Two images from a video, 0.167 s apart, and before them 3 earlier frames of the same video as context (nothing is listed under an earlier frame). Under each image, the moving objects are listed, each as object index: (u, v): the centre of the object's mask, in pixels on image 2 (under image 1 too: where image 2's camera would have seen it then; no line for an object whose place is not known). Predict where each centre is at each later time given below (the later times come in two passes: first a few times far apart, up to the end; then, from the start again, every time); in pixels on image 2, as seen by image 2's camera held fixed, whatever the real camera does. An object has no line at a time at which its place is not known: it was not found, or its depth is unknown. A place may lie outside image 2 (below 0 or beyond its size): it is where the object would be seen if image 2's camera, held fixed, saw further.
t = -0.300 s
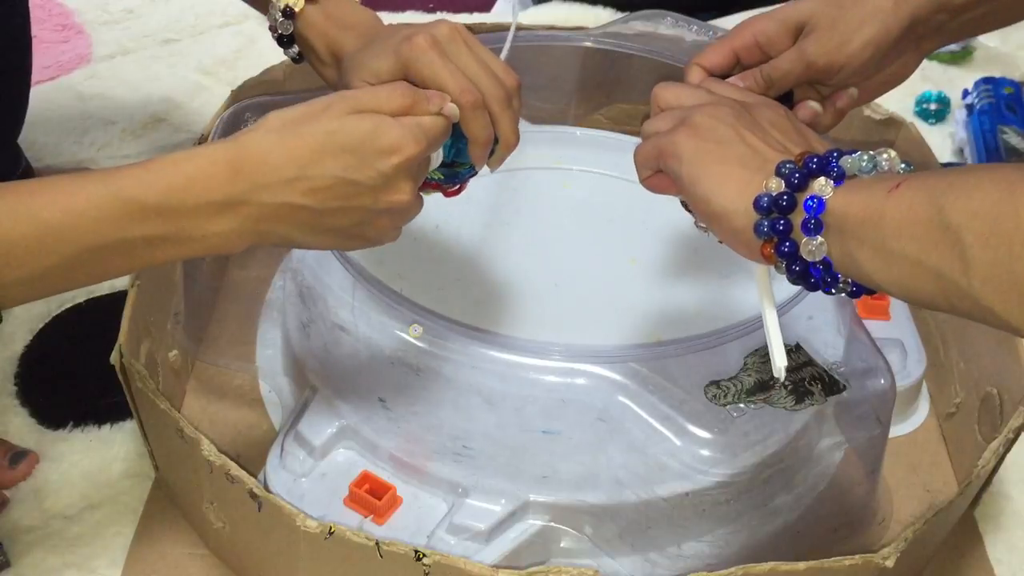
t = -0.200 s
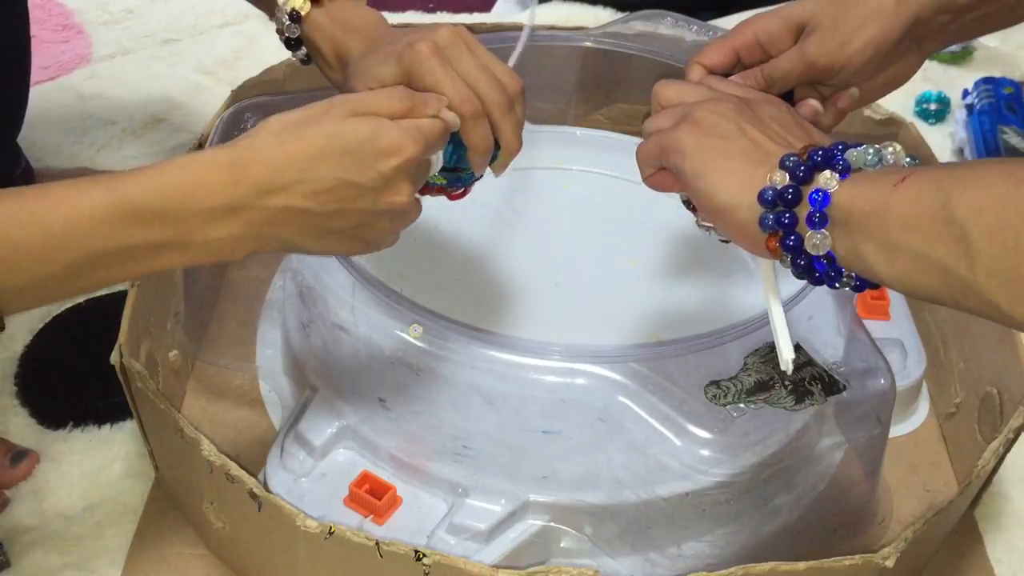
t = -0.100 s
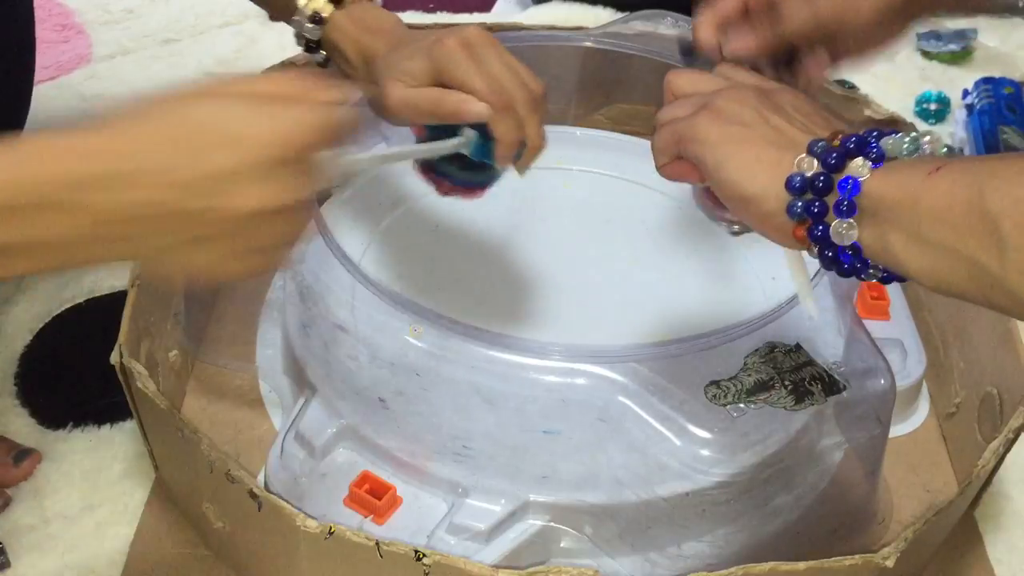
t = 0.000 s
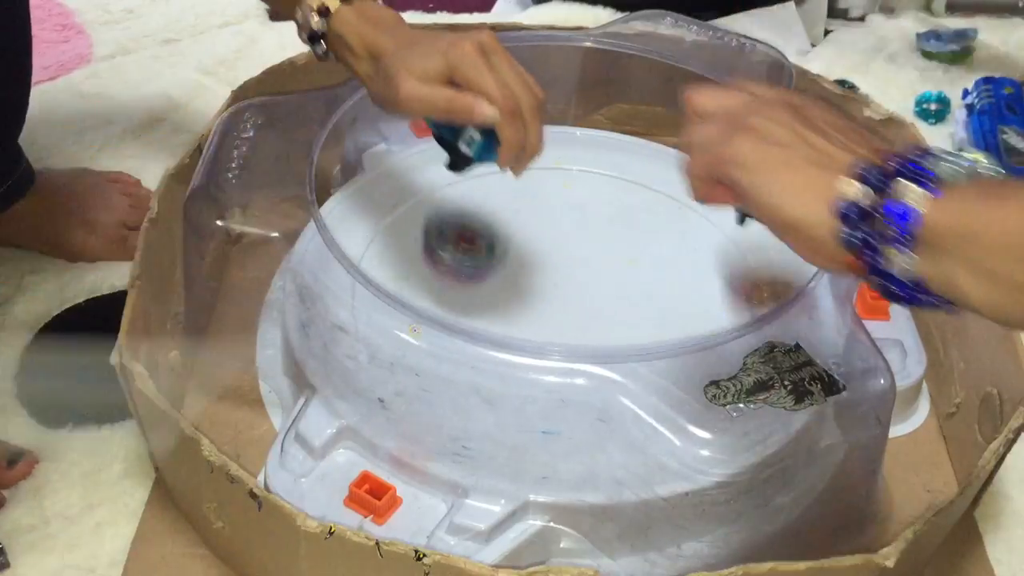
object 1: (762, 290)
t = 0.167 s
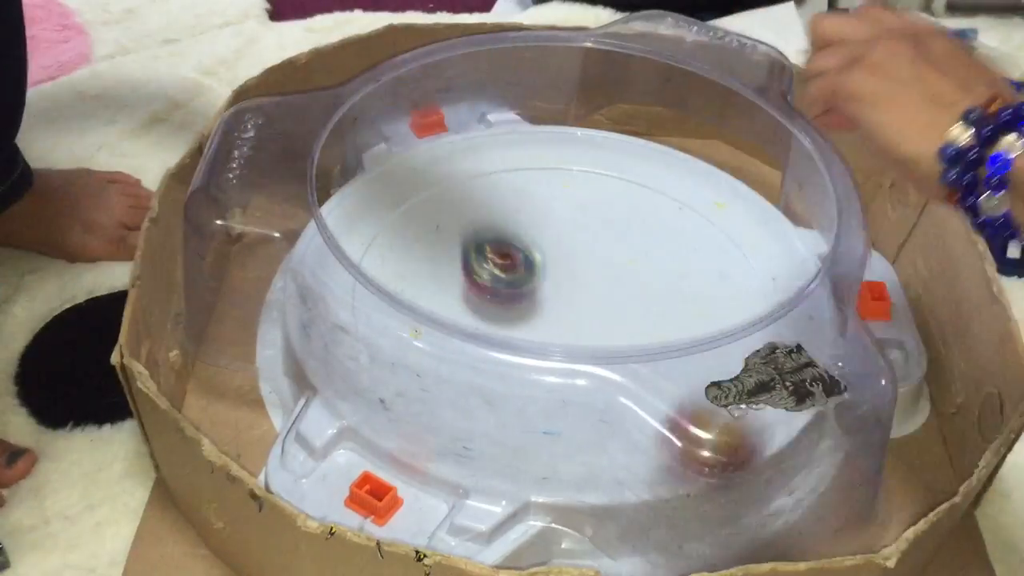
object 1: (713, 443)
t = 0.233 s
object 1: (697, 534)
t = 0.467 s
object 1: (771, 530)
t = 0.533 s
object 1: (774, 528)
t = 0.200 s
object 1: (697, 491)
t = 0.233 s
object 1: (697, 534)
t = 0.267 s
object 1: (703, 550)
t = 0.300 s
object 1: (721, 538)
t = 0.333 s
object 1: (724, 538)
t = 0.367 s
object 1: (727, 540)
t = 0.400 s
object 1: (743, 538)
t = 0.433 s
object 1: (758, 533)
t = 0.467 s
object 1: (771, 530)
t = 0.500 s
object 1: (774, 527)
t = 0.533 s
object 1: (774, 528)
